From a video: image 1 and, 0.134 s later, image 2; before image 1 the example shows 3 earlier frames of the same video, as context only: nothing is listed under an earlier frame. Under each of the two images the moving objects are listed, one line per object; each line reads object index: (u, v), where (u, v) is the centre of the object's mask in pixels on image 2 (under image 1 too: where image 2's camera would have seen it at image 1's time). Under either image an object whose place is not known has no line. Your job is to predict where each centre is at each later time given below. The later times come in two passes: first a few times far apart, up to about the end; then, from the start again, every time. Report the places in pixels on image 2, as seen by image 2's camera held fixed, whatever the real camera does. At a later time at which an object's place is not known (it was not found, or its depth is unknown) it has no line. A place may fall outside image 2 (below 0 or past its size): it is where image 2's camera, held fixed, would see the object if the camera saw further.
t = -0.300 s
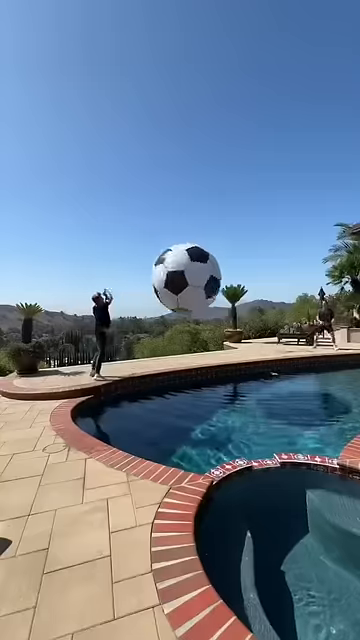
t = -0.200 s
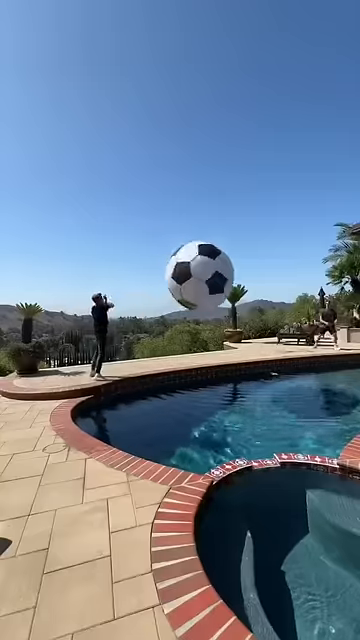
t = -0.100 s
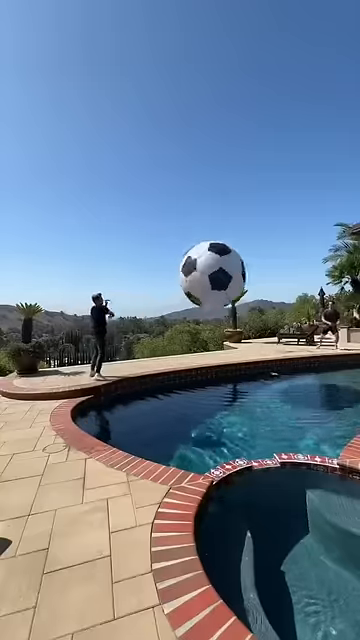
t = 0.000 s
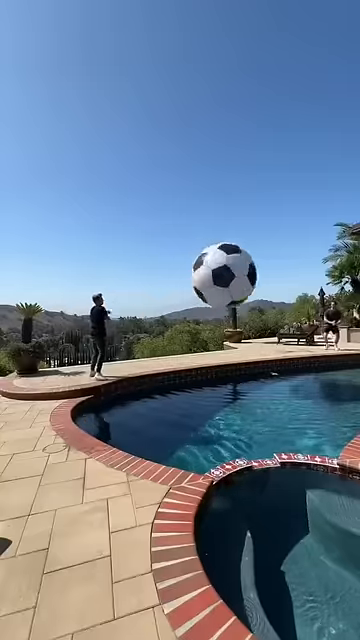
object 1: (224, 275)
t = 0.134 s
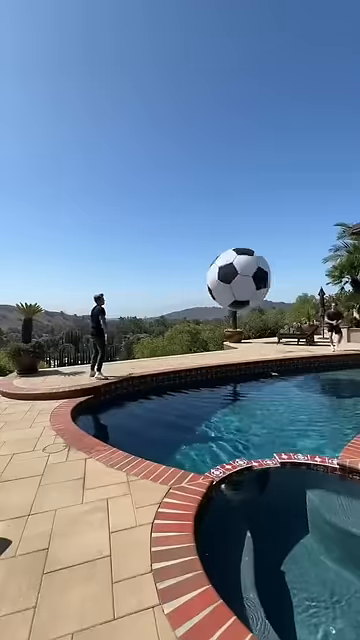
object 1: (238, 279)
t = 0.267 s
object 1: (252, 284)
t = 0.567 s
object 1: (278, 304)
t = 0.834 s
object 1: (298, 325)
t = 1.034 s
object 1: (307, 325)
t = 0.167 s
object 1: (242, 280)
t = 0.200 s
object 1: (245, 281)
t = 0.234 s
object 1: (249, 282)
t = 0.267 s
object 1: (252, 284)
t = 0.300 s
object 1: (255, 285)
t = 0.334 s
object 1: (258, 287)
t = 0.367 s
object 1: (261, 289)
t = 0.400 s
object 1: (264, 292)
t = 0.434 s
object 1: (267, 294)
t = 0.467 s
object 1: (269, 296)
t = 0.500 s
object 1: (272, 299)
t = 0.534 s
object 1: (275, 301)
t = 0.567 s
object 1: (278, 304)
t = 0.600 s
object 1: (280, 308)
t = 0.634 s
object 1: (283, 310)
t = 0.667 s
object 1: (285, 313)
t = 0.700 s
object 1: (287, 316)
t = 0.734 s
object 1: (291, 319)
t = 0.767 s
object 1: (292, 322)
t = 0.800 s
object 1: (295, 324)
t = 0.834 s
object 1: (298, 325)
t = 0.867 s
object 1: (300, 328)
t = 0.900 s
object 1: (301, 330)
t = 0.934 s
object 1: (303, 330)
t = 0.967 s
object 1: (304, 331)
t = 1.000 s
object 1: (305, 328)
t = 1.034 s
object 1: (307, 325)
